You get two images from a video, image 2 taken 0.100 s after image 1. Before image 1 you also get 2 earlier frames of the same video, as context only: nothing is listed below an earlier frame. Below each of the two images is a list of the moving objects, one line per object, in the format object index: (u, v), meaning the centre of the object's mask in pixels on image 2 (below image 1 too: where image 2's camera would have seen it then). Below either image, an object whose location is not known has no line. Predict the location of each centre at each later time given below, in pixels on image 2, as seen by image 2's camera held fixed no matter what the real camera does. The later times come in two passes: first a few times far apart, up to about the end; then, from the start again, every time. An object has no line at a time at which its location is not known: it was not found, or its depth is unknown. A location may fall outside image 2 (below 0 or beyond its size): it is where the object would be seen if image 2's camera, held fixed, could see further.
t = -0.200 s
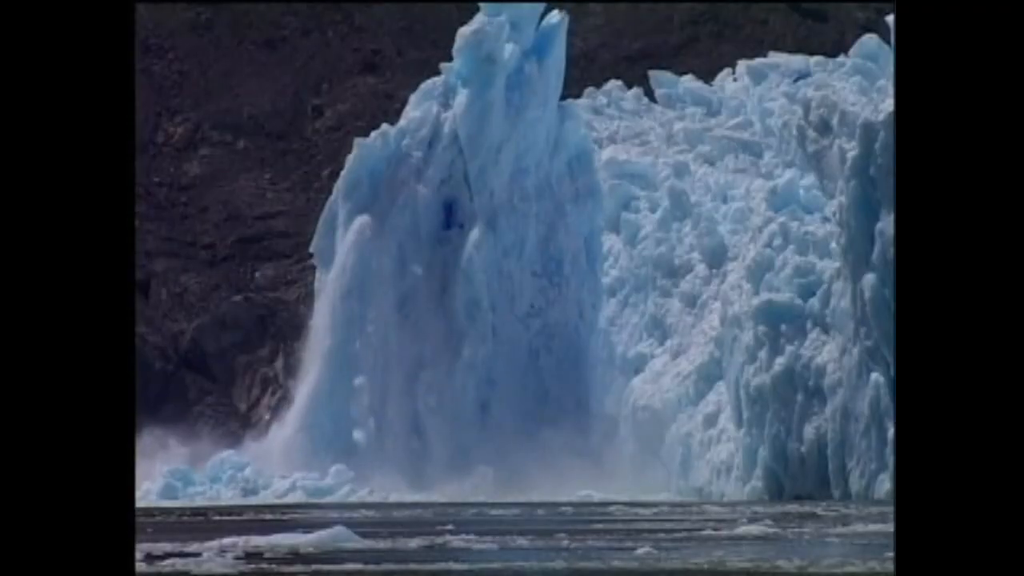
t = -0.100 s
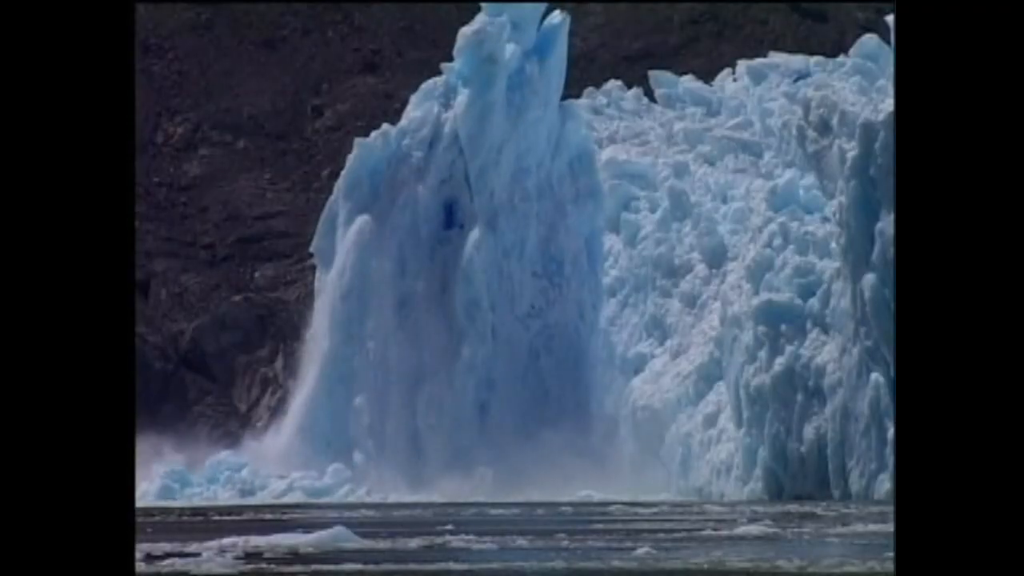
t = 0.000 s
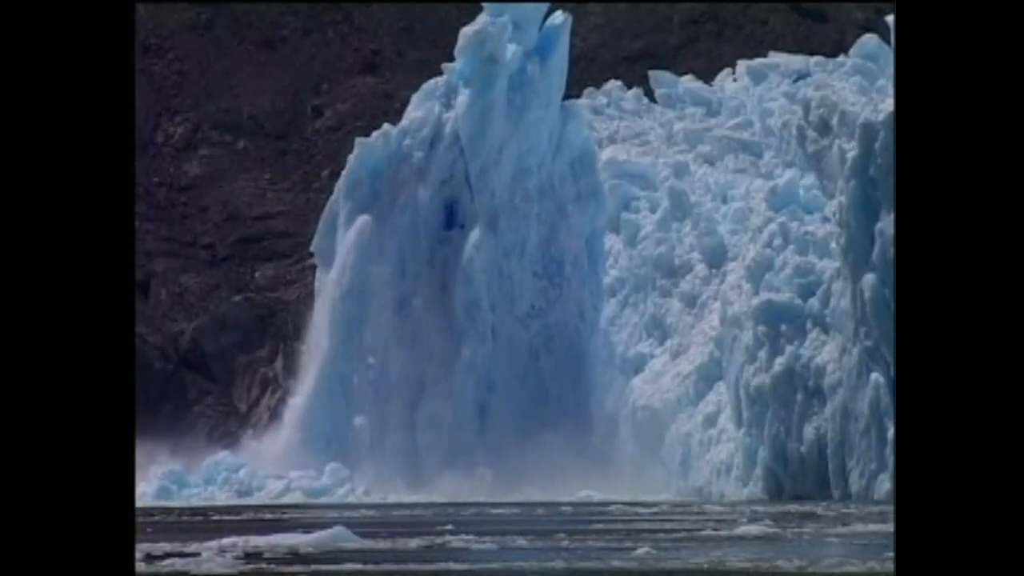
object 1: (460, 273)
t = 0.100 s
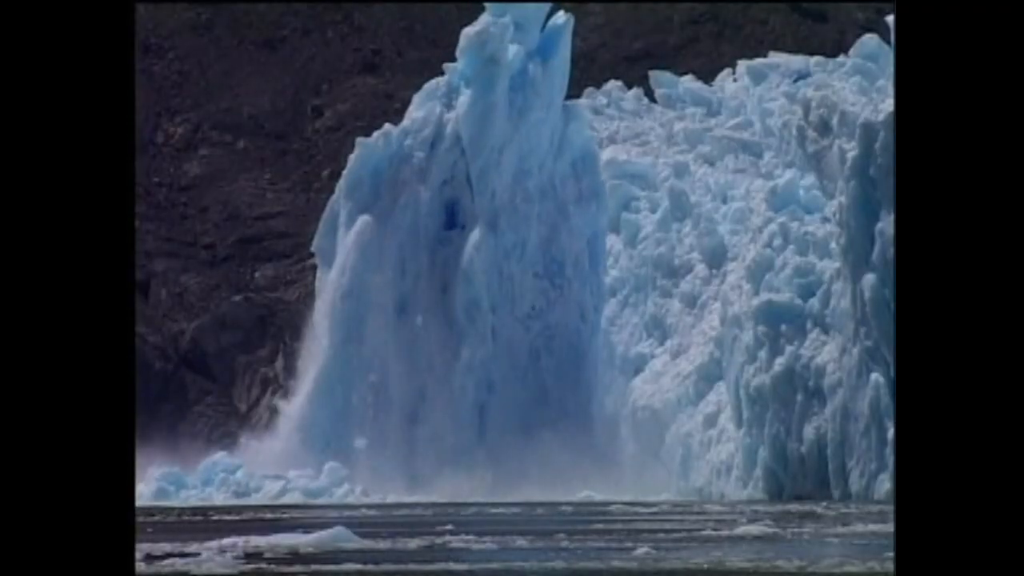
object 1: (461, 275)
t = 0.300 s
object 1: (462, 276)
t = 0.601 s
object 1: (464, 270)
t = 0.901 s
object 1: (467, 269)
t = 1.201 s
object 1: (472, 266)
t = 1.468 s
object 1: (476, 267)
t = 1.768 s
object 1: (481, 271)
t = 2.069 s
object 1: (487, 281)
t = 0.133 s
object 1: (461, 275)
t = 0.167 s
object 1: (461, 275)
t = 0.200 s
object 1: (461, 276)
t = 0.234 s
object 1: (462, 276)
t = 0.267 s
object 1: (462, 276)
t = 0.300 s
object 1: (462, 276)
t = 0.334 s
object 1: (462, 276)
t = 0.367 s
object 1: (462, 271)
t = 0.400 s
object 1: (462, 270)
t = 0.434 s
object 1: (462, 271)
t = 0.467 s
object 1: (463, 270)
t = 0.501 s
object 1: (463, 271)
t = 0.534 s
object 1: (463, 270)
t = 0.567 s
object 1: (463, 270)
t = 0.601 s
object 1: (464, 270)
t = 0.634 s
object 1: (464, 270)
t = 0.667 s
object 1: (465, 270)
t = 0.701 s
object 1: (465, 270)
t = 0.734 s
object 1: (465, 270)
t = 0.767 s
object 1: (465, 269)
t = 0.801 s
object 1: (466, 269)
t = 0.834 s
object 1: (467, 269)
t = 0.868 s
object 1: (467, 269)
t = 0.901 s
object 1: (467, 269)
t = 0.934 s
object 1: (467, 269)
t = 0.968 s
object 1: (468, 269)
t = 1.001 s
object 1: (469, 269)
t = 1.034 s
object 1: (470, 269)
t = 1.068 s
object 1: (470, 269)
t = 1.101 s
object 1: (471, 266)
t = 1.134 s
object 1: (471, 266)
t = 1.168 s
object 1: (472, 266)
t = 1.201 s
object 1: (472, 266)
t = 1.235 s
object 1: (473, 265)
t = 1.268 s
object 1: (474, 265)
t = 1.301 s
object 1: (474, 265)
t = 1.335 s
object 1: (475, 265)
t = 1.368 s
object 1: (475, 265)
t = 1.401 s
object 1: (475, 267)
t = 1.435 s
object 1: (476, 265)
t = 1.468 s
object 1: (476, 267)
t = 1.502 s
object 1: (476, 267)
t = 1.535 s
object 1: (477, 268)
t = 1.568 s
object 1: (479, 266)
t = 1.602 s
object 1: (478, 268)
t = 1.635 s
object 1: (479, 269)
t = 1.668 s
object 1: (481, 267)
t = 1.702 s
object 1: (480, 270)
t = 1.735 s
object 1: (481, 270)
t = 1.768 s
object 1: (481, 271)
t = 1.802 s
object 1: (482, 272)
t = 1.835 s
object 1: (484, 271)
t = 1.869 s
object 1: (483, 274)
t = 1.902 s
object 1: (484, 275)
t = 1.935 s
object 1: (484, 276)
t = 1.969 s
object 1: (485, 277)
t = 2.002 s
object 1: (486, 277)
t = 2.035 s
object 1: (486, 280)
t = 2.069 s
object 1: (487, 281)
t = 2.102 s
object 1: (487, 281)
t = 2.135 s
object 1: (487, 283)
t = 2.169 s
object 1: (487, 285)
